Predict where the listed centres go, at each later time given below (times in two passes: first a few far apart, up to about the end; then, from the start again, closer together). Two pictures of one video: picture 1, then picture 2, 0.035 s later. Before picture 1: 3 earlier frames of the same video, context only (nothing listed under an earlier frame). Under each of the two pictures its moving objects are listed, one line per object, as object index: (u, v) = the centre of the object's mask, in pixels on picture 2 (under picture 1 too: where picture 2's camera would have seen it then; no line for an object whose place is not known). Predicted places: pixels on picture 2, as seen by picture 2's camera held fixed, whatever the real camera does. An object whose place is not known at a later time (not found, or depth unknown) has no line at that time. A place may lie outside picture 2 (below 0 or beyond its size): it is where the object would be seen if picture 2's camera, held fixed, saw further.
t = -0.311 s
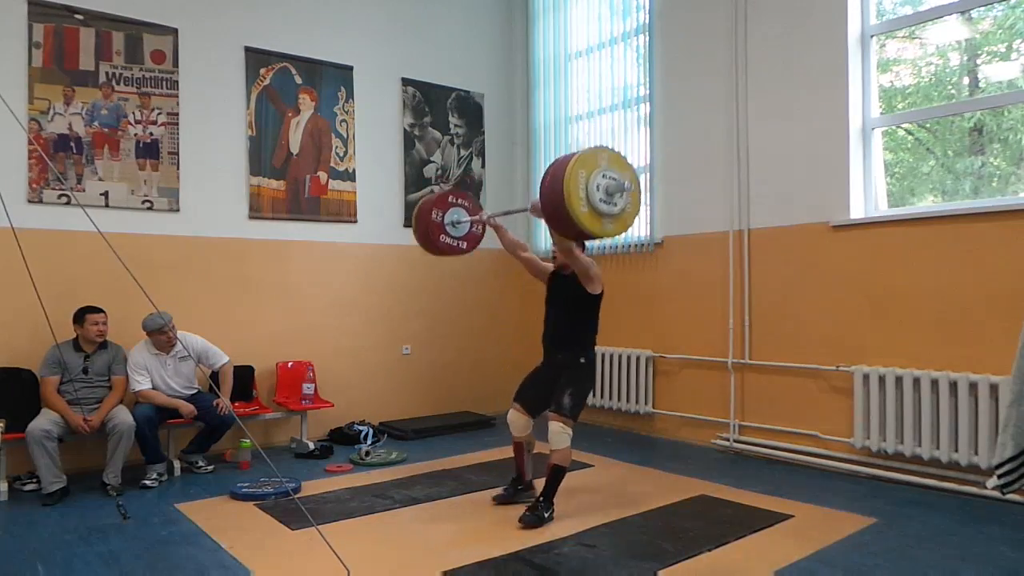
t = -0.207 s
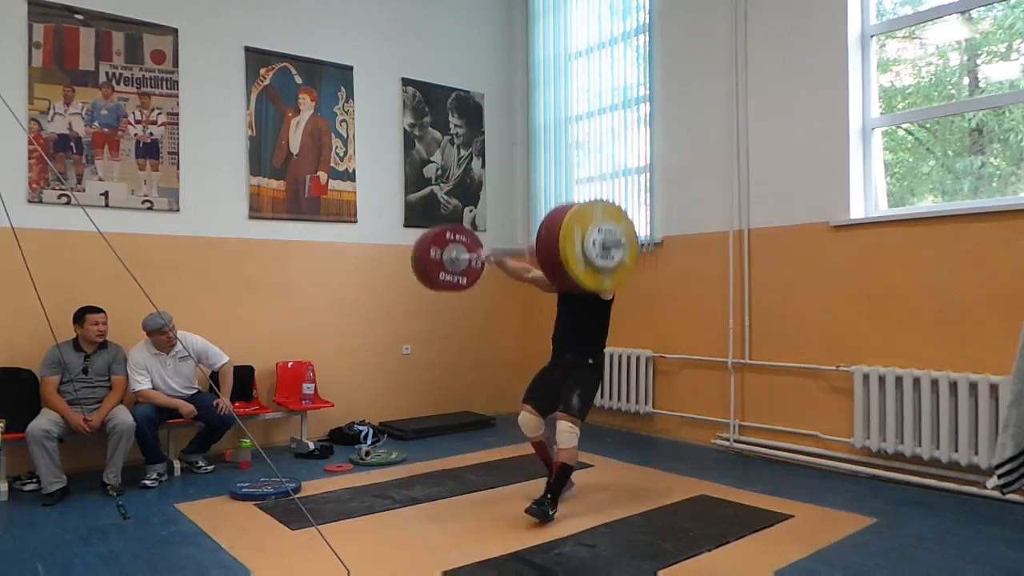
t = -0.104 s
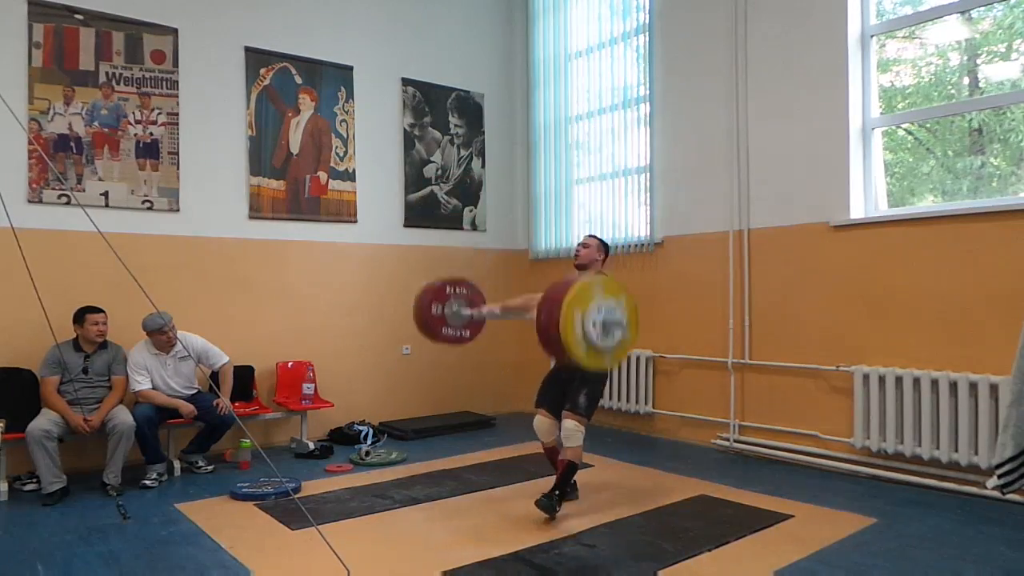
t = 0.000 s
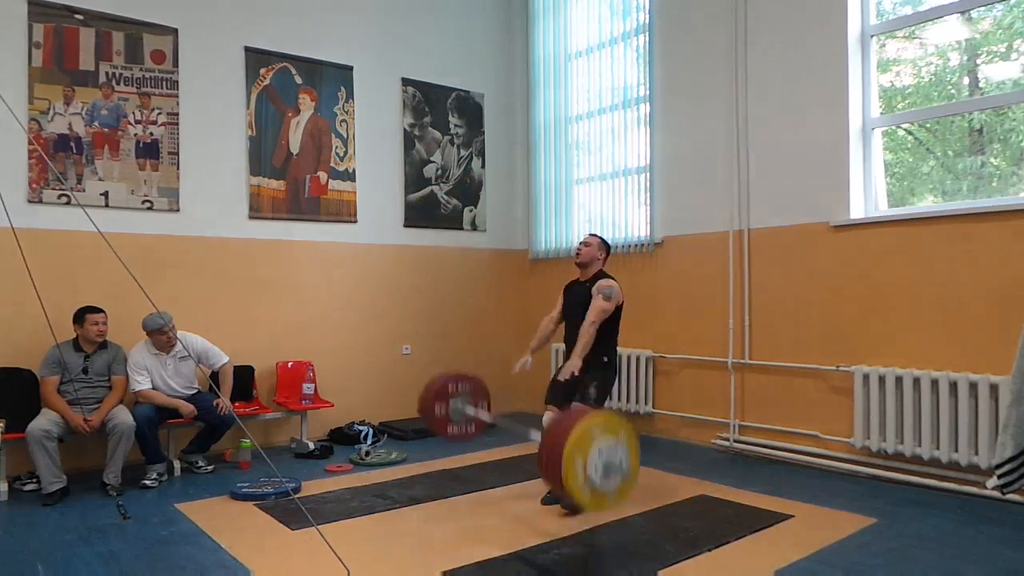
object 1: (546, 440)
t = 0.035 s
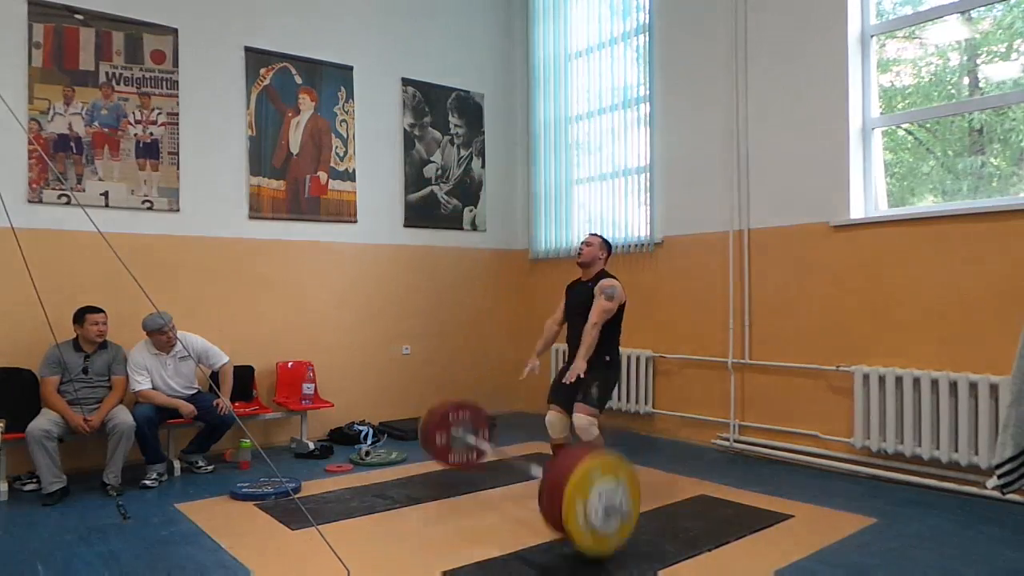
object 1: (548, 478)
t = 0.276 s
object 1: (543, 414)
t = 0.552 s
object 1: (538, 415)
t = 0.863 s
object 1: (530, 471)
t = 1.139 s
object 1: (523, 489)
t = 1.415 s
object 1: (512, 488)
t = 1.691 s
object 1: (507, 489)
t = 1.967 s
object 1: (504, 489)
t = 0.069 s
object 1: (544, 494)
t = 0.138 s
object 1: (551, 462)
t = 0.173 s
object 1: (540, 441)
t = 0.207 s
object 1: (544, 432)
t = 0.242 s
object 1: (542, 421)
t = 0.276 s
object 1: (543, 414)
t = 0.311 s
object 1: (543, 407)
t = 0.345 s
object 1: (541, 402)
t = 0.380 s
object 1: (539, 399)
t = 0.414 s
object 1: (539, 398)
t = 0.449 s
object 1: (539, 399)
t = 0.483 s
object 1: (538, 402)
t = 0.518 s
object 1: (538, 407)
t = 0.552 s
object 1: (538, 415)
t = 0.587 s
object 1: (537, 425)
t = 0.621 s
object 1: (537, 436)
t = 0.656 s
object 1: (537, 450)
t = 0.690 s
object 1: (537, 466)
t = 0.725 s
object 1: (536, 484)
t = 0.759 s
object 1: (533, 493)
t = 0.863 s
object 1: (530, 471)
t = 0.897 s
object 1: (529, 463)
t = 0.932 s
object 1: (528, 463)
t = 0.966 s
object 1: (529, 466)
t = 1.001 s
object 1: (527, 469)
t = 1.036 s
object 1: (525, 475)
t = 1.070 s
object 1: (524, 483)
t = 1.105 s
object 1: (523, 490)
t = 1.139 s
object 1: (523, 489)
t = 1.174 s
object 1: (521, 485)
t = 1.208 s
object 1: (518, 482)
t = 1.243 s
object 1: (518, 484)
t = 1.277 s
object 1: (517, 485)
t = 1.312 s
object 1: (515, 487)
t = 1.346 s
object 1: (514, 487)
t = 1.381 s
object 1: (513, 488)
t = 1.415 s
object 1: (512, 488)
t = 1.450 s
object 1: (511, 488)
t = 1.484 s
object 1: (510, 488)
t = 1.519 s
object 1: (509, 488)
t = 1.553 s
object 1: (509, 488)
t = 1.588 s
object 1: (508, 488)
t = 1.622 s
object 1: (508, 489)
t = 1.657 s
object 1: (507, 489)
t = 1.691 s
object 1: (507, 489)
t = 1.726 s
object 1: (506, 489)
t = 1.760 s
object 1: (506, 489)
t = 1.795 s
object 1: (505, 489)
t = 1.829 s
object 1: (504, 489)
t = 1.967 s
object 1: (504, 489)
